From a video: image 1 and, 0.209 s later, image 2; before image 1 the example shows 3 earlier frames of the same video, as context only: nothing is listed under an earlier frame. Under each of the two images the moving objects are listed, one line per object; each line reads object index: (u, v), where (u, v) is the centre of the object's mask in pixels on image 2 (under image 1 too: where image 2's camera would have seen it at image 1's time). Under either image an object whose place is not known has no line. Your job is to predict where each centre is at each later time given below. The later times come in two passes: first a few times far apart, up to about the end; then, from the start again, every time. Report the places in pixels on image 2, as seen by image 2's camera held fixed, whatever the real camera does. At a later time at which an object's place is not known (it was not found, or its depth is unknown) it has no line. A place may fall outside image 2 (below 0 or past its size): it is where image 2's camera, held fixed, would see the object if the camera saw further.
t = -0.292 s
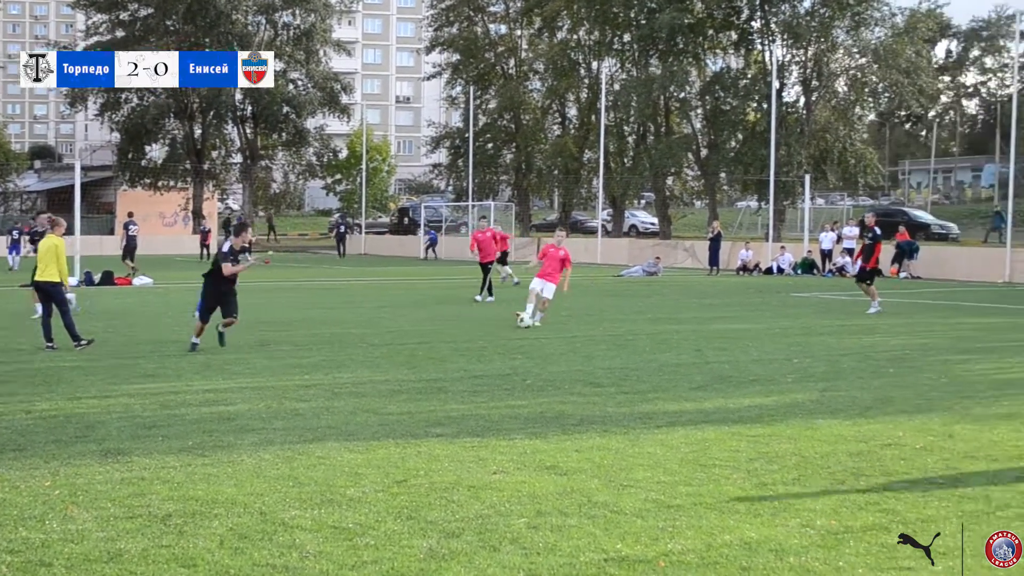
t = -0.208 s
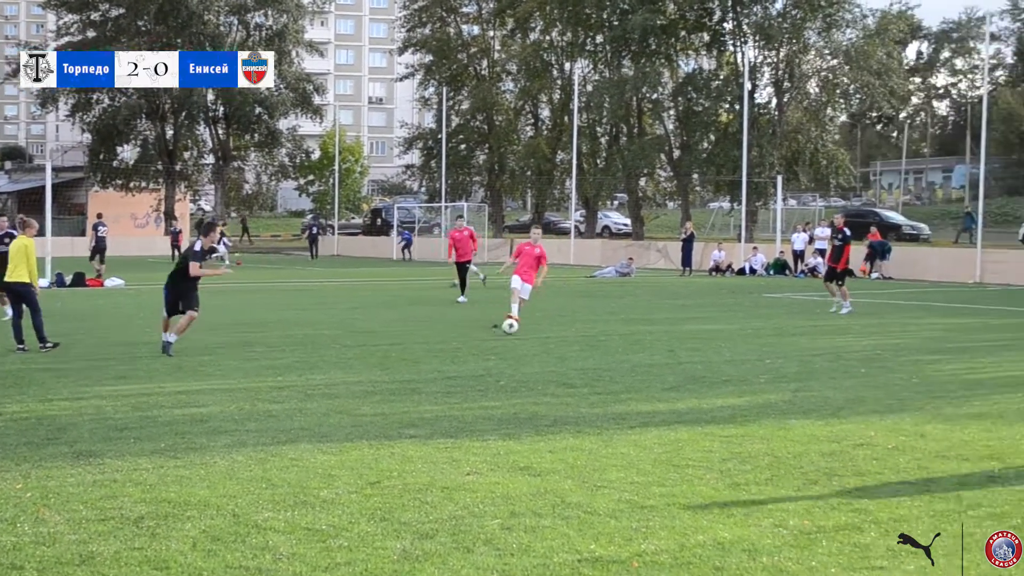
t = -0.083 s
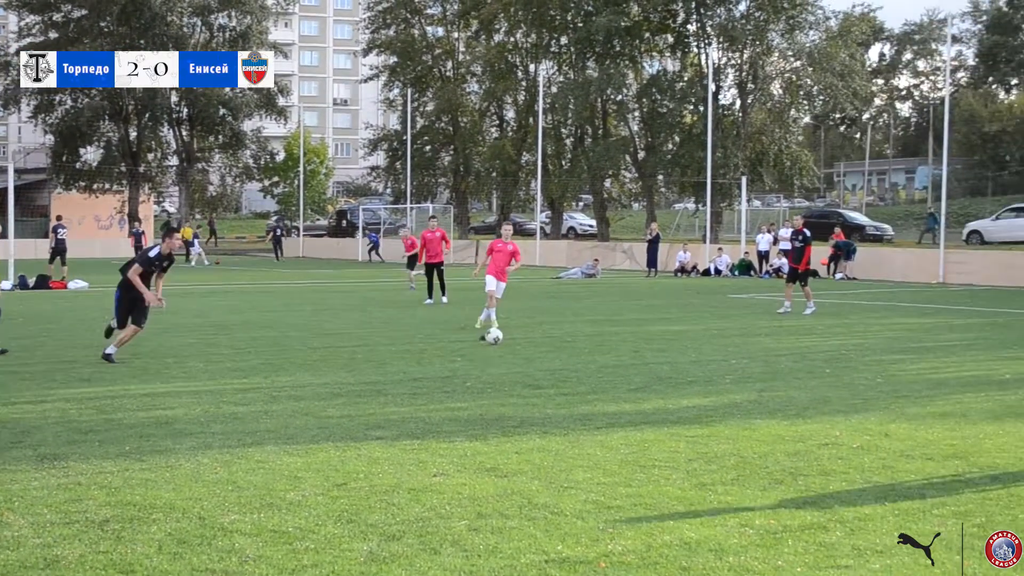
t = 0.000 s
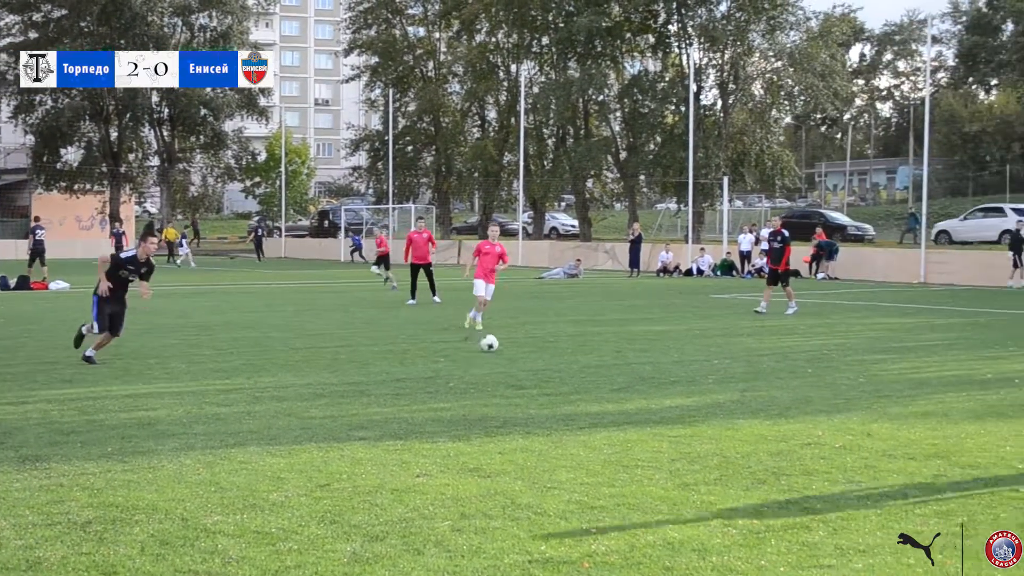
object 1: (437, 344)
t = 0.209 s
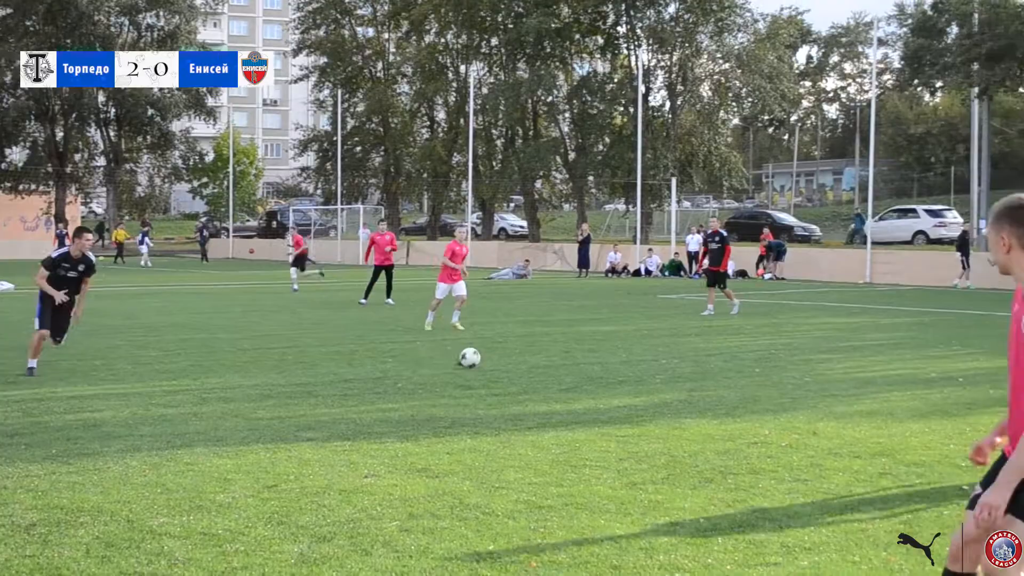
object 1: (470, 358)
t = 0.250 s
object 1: (477, 360)
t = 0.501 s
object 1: (520, 382)
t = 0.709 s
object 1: (564, 400)
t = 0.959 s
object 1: (625, 430)
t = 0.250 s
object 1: (477, 360)
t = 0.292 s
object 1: (483, 365)
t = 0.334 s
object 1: (490, 370)
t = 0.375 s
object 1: (497, 372)
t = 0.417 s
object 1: (505, 375)
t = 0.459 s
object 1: (512, 379)
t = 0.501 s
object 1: (520, 382)
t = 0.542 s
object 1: (529, 386)
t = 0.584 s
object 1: (538, 390)
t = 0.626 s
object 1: (546, 393)
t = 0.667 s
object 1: (555, 397)
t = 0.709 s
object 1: (564, 400)
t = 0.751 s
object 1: (573, 403)
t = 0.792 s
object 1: (583, 408)
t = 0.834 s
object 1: (593, 414)
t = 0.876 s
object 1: (603, 416)
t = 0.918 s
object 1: (614, 421)
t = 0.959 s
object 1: (625, 430)
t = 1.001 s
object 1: (637, 437)
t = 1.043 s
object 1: (649, 440)
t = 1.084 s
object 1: (662, 443)
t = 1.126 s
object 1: (673, 448)
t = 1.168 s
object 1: (687, 458)
